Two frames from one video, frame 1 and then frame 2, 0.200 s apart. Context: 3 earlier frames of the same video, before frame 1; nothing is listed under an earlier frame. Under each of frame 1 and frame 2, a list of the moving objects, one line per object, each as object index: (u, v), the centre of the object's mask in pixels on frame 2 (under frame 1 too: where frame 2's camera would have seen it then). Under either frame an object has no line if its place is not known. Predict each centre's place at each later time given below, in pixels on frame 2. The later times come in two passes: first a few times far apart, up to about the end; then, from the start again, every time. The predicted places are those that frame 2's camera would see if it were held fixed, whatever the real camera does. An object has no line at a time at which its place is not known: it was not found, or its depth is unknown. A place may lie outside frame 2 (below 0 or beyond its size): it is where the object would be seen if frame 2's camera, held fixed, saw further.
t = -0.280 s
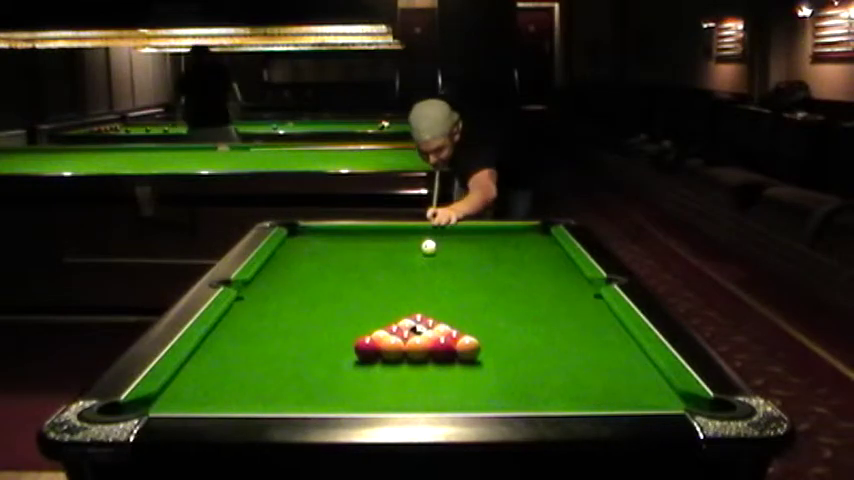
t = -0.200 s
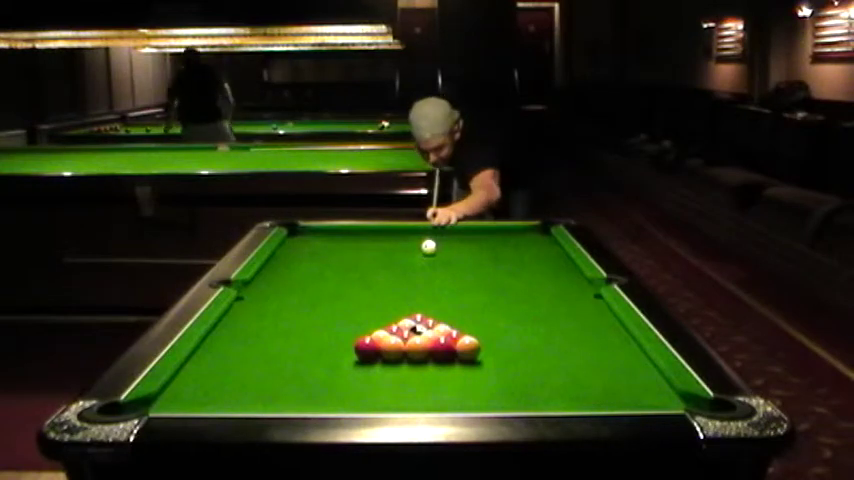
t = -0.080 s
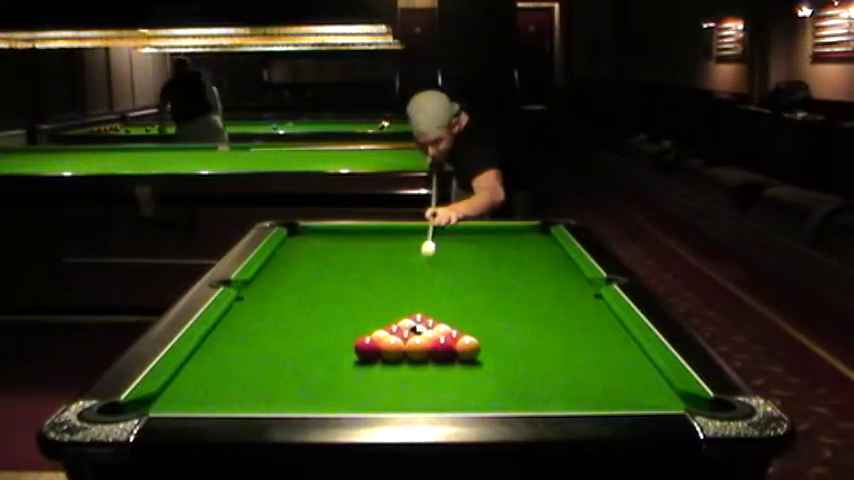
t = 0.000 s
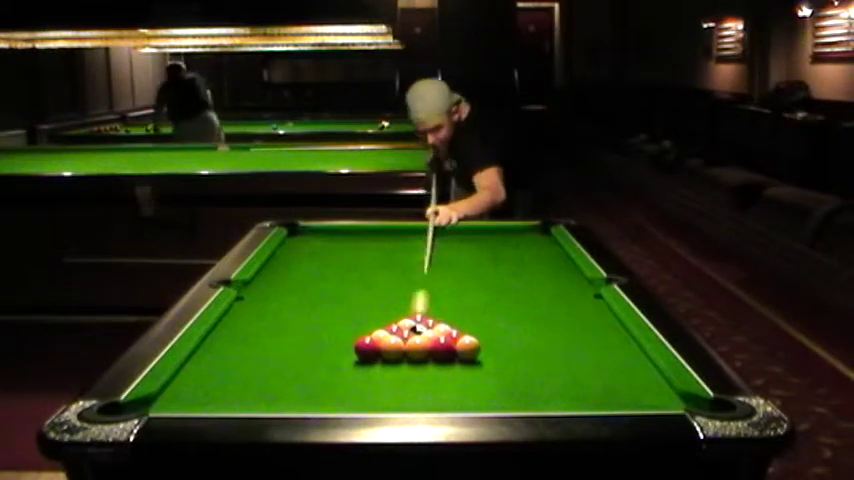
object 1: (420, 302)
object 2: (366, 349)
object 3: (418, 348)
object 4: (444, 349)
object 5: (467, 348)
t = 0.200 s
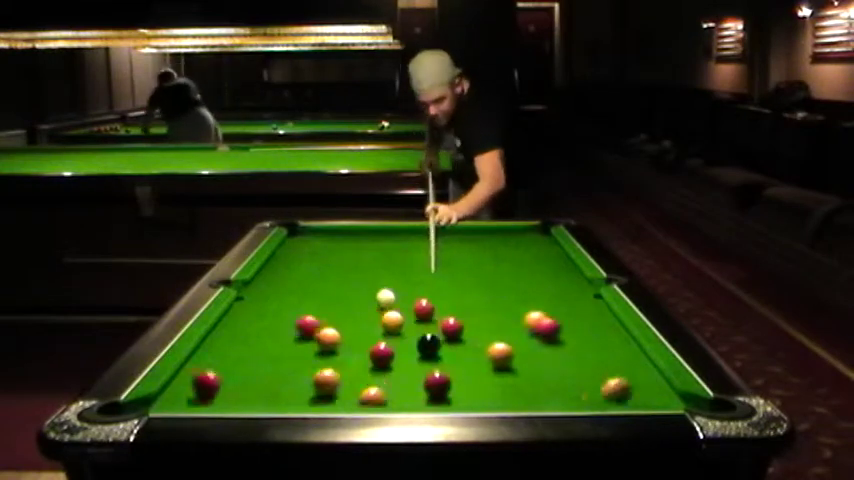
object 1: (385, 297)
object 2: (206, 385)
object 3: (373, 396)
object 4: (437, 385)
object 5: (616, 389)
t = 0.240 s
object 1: (381, 295)
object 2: (197, 371)
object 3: (366, 397)
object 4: (436, 390)
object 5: (628, 378)
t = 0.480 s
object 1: (354, 280)
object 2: (284, 320)
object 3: (343, 379)
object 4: (430, 384)
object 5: (570, 332)
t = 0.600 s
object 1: (342, 274)
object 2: (323, 300)
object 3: (330, 380)
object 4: (427, 370)
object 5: (531, 314)
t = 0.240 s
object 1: (381, 295)
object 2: (197, 371)
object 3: (366, 397)
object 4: (436, 390)
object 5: (628, 378)
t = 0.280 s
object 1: (376, 292)
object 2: (202, 359)
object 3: (363, 391)
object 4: (435, 395)
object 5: (639, 367)
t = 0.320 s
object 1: (371, 290)
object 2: (222, 350)
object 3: (360, 386)
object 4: (434, 399)
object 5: (633, 358)
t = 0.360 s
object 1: (367, 287)
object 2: (240, 341)
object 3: (358, 378)
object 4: (433, 395)
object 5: (614, 351)
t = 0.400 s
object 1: (362, 285)
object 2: (255, 334)
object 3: (354, 376)
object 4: (432, 392)
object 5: (600, 345)
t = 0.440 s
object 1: (358, 282)
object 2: (271, 320)
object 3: (348, 377)
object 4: (431, 389)
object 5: (584, 338)
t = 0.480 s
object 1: (354, 280)
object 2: (284, 320)
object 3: (343, 379)
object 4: (430, 384)
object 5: (570, 332)
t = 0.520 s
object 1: (350, 278)
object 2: (298, 312)
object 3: (339, 380)
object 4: (429, 379)
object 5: (556, 324)
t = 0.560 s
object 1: (346, 276)
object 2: (311, 306)
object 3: (334, 380)
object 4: (428, 375)
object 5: (544, 319)
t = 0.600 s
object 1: (342, 274)
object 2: (323, 300)
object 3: (330, 380)
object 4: (427, 370)
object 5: (531, 314)
